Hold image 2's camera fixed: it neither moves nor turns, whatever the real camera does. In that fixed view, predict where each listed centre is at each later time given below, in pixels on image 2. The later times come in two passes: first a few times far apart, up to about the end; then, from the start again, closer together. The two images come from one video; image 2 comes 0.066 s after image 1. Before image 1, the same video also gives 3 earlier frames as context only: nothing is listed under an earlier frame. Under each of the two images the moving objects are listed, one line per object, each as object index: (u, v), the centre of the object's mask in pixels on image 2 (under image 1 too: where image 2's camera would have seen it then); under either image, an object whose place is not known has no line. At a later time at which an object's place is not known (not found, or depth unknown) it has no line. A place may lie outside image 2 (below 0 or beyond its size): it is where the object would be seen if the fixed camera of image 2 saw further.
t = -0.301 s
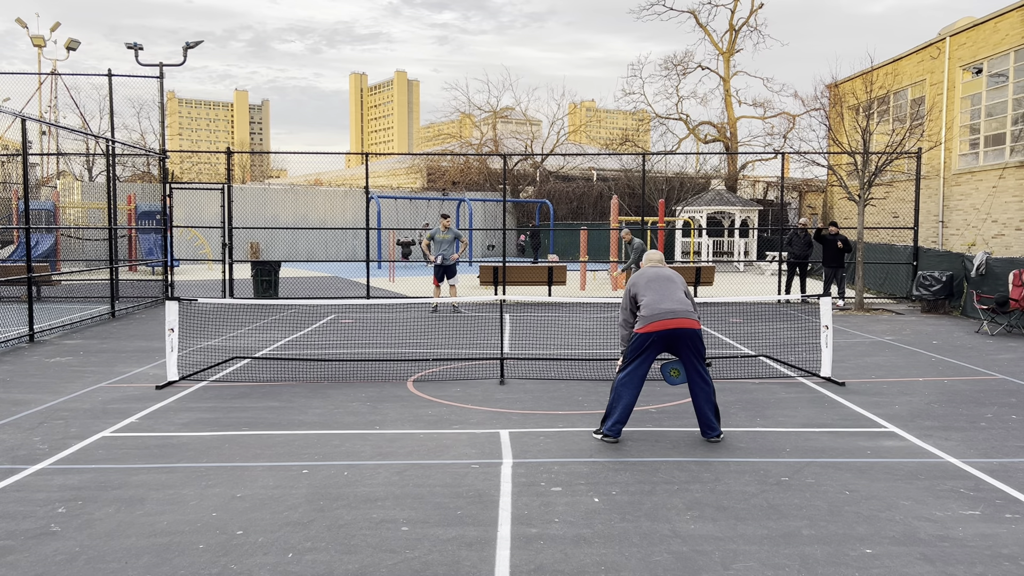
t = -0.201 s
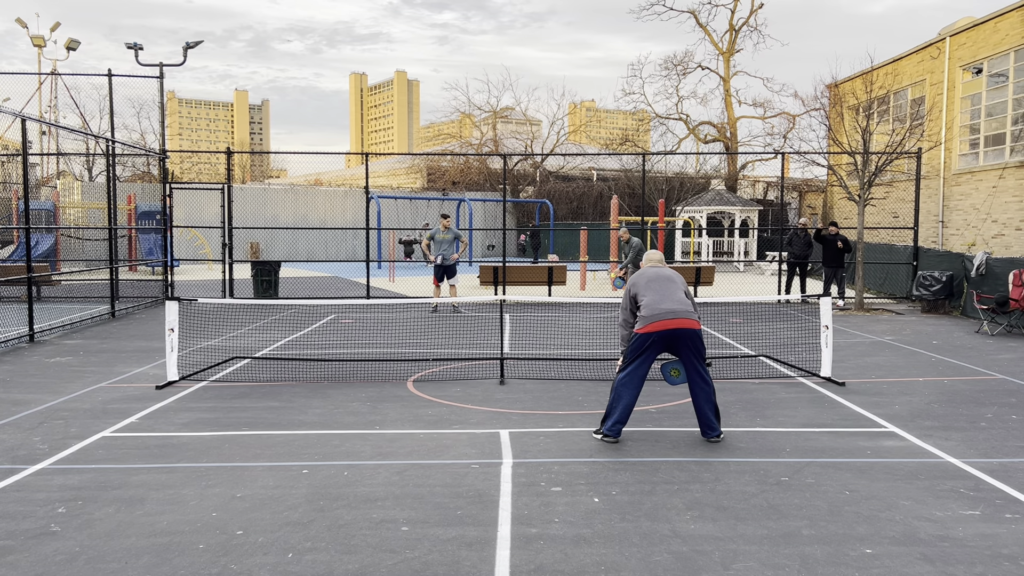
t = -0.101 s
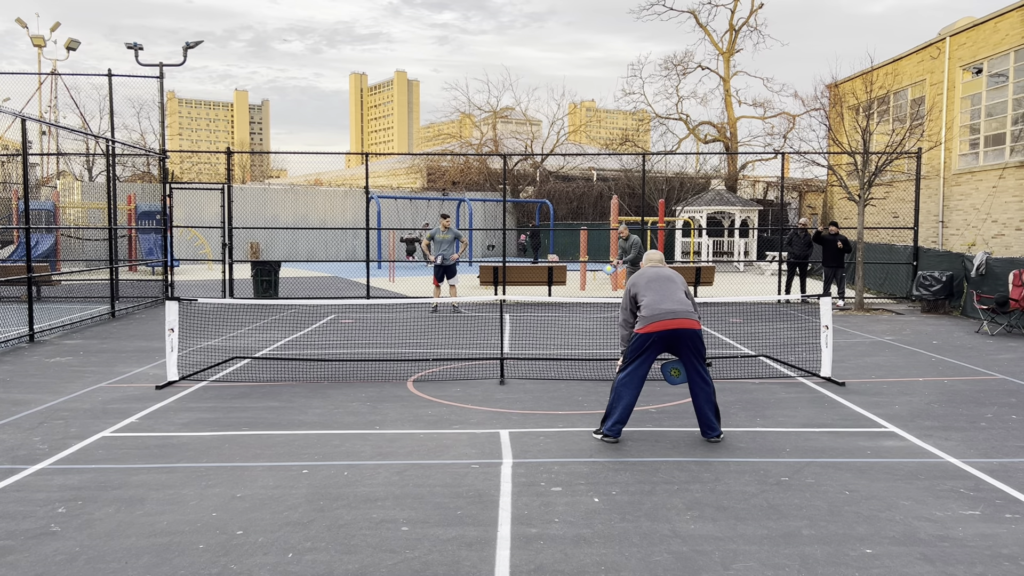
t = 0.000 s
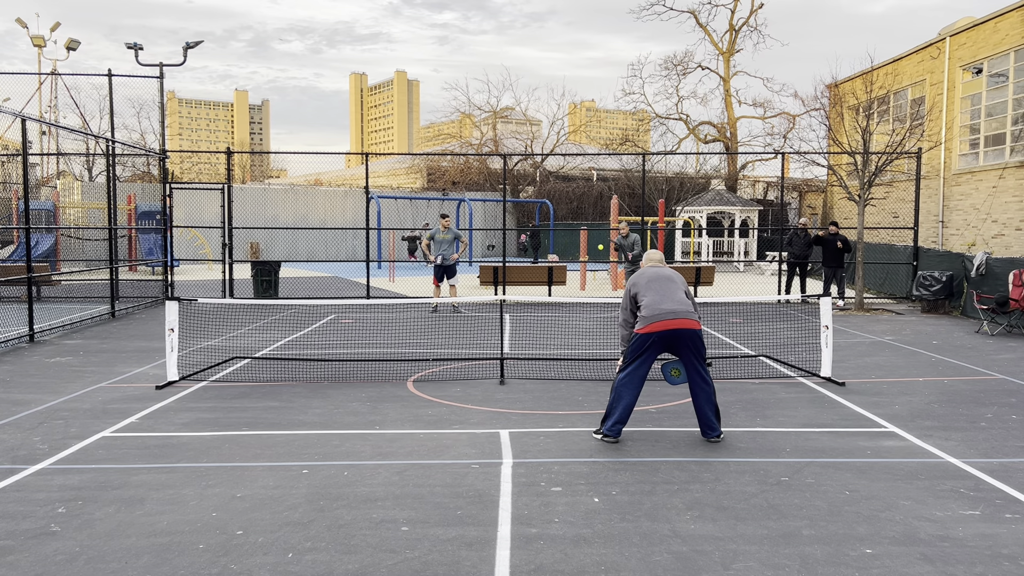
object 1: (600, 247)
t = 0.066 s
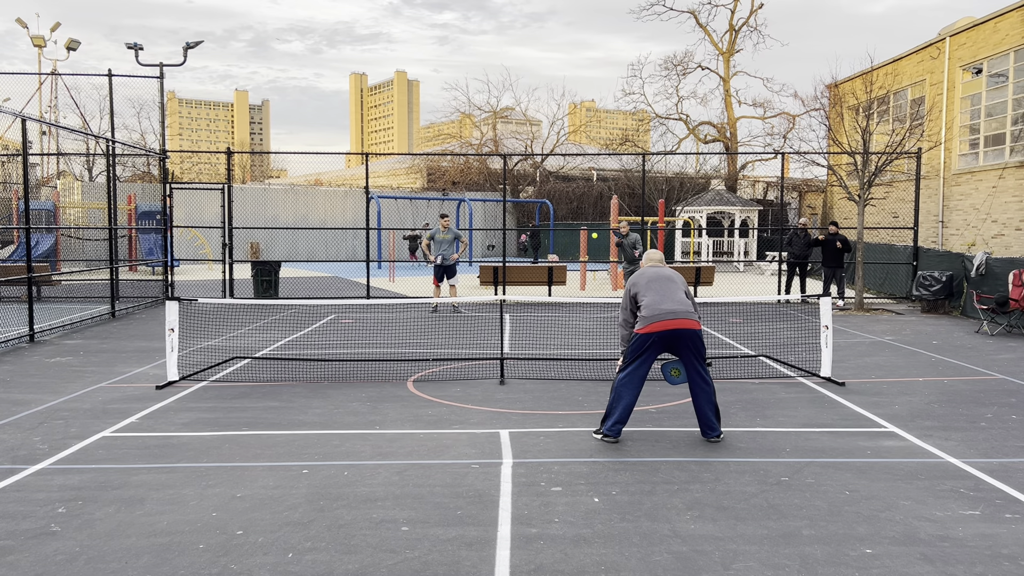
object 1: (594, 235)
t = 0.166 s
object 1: (584, 223)
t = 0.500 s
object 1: (536, 239)
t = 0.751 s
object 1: (483, 345)
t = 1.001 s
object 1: (424, 405)
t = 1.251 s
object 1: (358, 403)
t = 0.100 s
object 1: (591, 231)
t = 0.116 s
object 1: (590, 229)
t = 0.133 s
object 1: (588, 226)
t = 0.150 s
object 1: (586, 225)
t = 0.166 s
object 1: (584, 223)
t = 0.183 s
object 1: (583, 221)
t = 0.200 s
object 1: (581, 220)
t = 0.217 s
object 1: (579, 219)
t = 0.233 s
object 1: (577, 218)
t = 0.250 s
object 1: (574, 217)
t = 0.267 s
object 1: (572, 217)
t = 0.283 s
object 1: (570, 217)
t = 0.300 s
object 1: (568, 217)
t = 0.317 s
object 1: (566, 217)
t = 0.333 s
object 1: (563, 218)
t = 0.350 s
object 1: (561, 218)
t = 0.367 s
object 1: (559, 219)
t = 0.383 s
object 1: (556, 221)
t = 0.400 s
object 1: (553, 222)
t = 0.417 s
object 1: (551, 224)
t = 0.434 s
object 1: (548, 226)
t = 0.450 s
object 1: (545, 229)
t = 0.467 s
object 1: (542, 232)
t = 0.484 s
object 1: (540, 236)
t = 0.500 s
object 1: (536, 239)
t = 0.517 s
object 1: (533, 243)
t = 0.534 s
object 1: (530, 248)
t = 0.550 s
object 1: (527, 253)
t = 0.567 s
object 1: (524, 258)
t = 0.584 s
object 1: (520, 264)
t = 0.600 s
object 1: (517, 269)
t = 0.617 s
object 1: (514, 276)
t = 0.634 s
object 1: (510, 282)
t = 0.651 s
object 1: (507, 290)
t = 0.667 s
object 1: (503, 298)
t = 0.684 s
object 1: (499, 306)
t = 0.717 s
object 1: (491, 325)
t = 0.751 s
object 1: (483, 345)
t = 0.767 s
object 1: (479, 357)
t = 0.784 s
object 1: (474, 369)
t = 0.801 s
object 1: (470, 381)
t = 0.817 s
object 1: (465, 395)
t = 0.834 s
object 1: (460, 409)
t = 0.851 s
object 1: (455, 424)
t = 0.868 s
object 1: (450, 440)
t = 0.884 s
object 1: (447, 438)
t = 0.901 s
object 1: (444, 432)
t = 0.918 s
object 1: (440, 426)
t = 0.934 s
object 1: (437, 422)
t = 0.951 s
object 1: (434, 417)
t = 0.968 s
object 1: (431, 412)
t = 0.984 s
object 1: (427, 408)
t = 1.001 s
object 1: (424, 405)
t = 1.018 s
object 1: (420, 401)
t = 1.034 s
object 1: (416, 399)
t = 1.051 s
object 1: (413, 396)
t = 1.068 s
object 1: (408, 394)
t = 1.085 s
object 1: (405, 392)
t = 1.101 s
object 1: (400, 391)
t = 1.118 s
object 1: (396, 390)
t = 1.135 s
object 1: (392, 390)
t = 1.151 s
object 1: (387, 390)
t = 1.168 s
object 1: (383, 391)
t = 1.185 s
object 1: (378, 392)
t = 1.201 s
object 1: (373, 394)
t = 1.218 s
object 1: (368, 396)
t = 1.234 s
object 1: (363, 399)
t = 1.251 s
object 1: (358, 403)
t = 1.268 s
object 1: (352, 407)
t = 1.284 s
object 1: (347, 412)
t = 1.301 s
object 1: (341, 417)
